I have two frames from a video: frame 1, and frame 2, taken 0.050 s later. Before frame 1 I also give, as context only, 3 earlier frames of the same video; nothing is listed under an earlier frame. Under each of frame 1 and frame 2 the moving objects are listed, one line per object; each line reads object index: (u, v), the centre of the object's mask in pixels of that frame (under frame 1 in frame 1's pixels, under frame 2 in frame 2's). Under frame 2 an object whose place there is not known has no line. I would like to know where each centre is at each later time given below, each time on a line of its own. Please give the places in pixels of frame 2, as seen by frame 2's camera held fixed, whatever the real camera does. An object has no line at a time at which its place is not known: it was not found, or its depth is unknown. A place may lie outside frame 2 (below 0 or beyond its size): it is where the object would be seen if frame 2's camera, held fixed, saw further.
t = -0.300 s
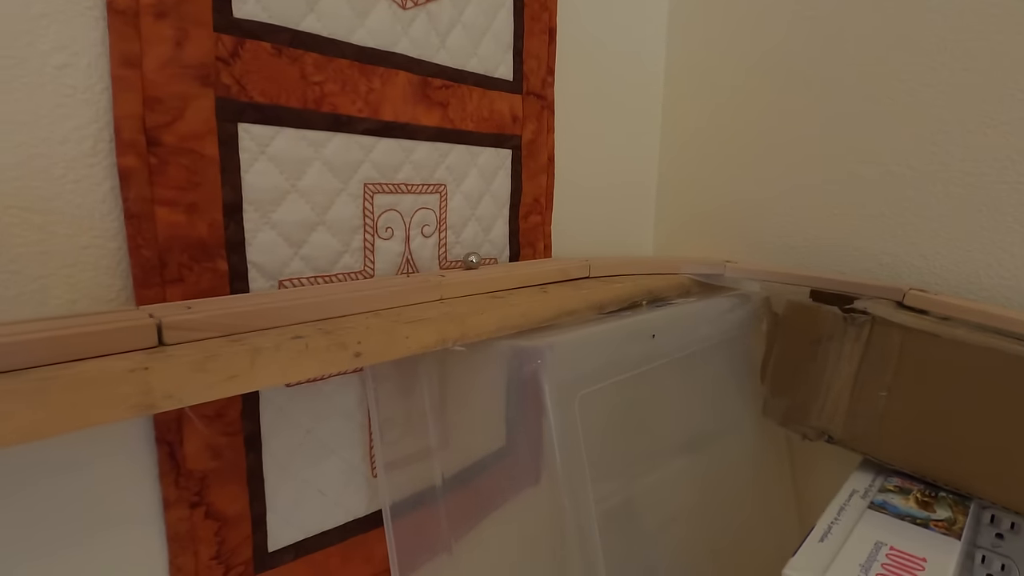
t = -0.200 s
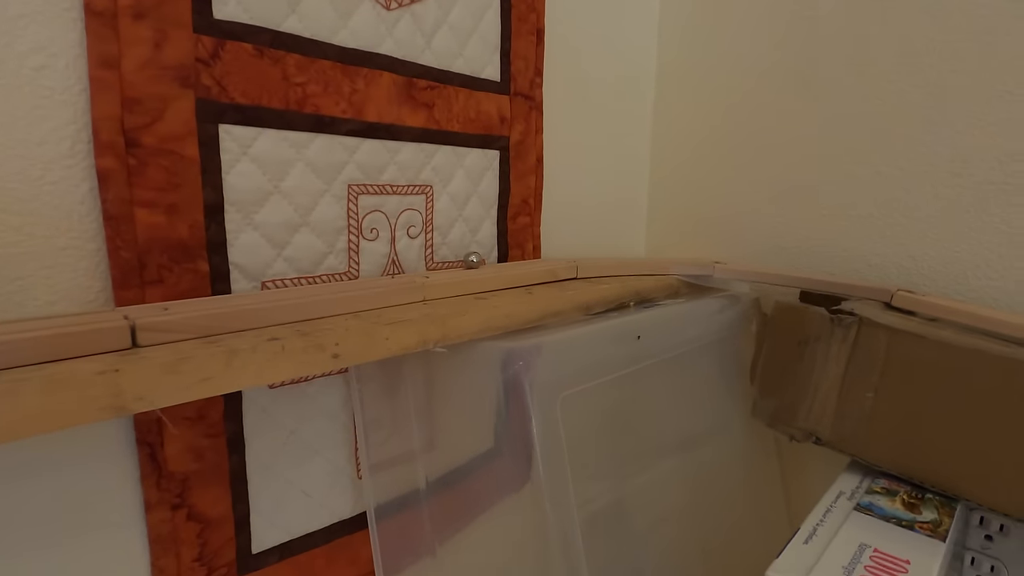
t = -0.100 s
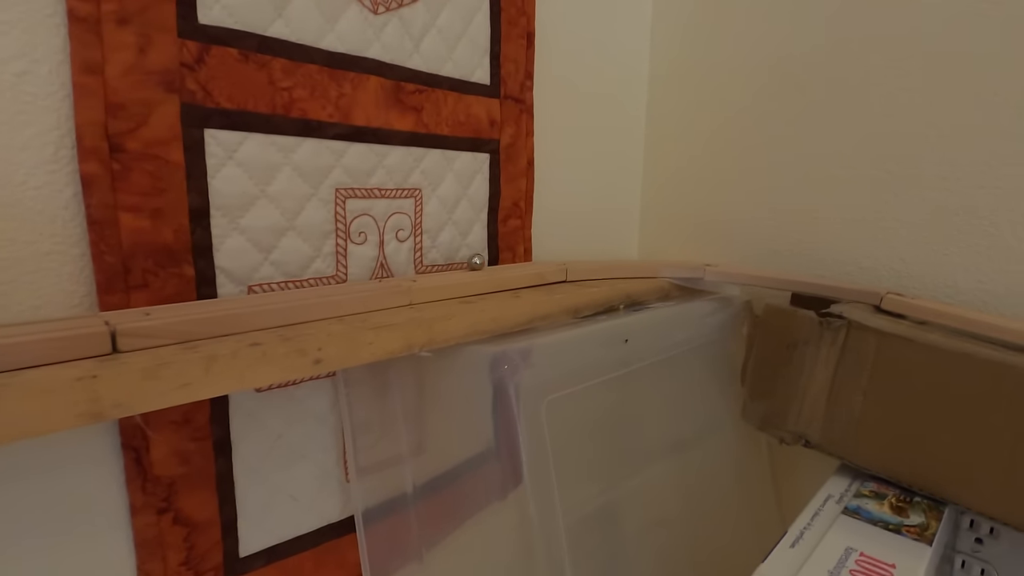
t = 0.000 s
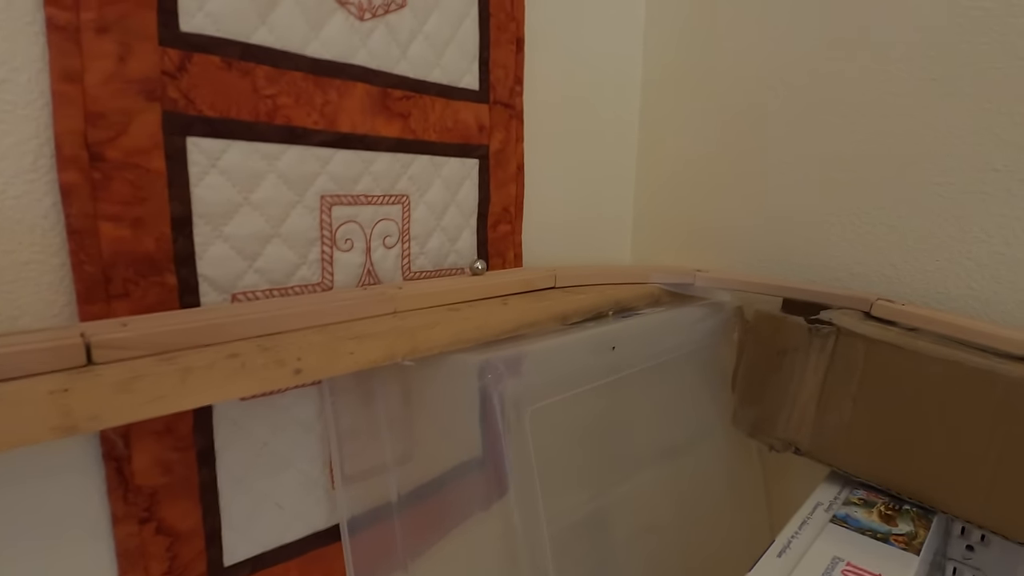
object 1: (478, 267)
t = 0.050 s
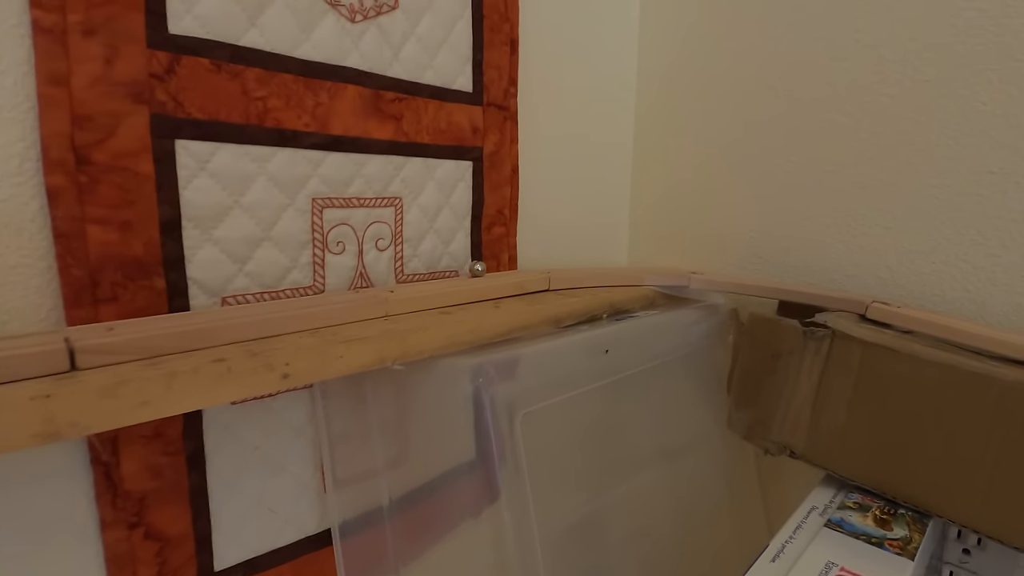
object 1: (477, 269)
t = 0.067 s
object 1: (479, 269)
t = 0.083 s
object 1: (481, 269)
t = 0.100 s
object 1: (482, 268)
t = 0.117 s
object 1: (485, 268)
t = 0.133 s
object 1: (487, 268)
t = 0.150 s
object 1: (489, 268)
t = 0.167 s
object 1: (491, 268)
